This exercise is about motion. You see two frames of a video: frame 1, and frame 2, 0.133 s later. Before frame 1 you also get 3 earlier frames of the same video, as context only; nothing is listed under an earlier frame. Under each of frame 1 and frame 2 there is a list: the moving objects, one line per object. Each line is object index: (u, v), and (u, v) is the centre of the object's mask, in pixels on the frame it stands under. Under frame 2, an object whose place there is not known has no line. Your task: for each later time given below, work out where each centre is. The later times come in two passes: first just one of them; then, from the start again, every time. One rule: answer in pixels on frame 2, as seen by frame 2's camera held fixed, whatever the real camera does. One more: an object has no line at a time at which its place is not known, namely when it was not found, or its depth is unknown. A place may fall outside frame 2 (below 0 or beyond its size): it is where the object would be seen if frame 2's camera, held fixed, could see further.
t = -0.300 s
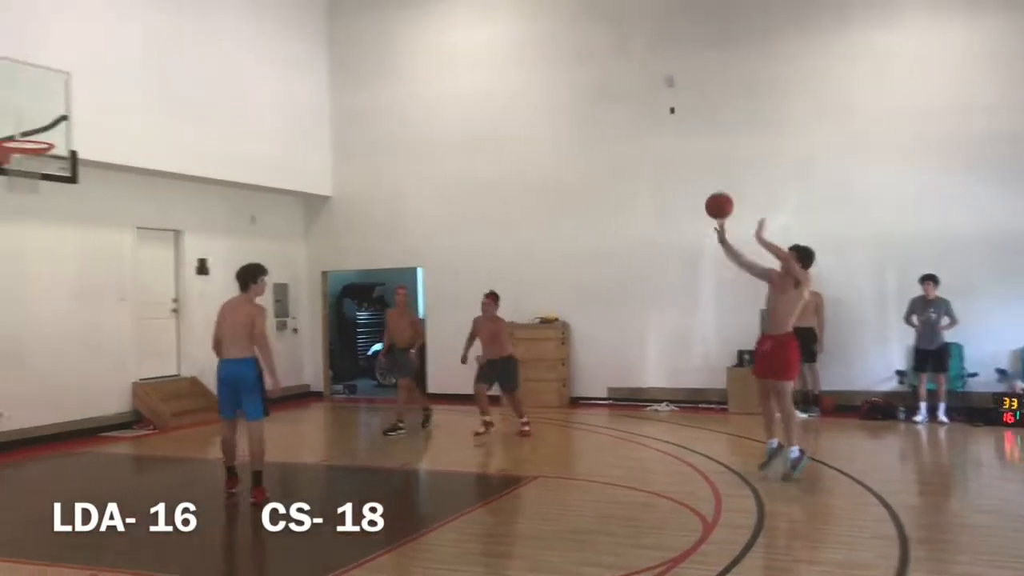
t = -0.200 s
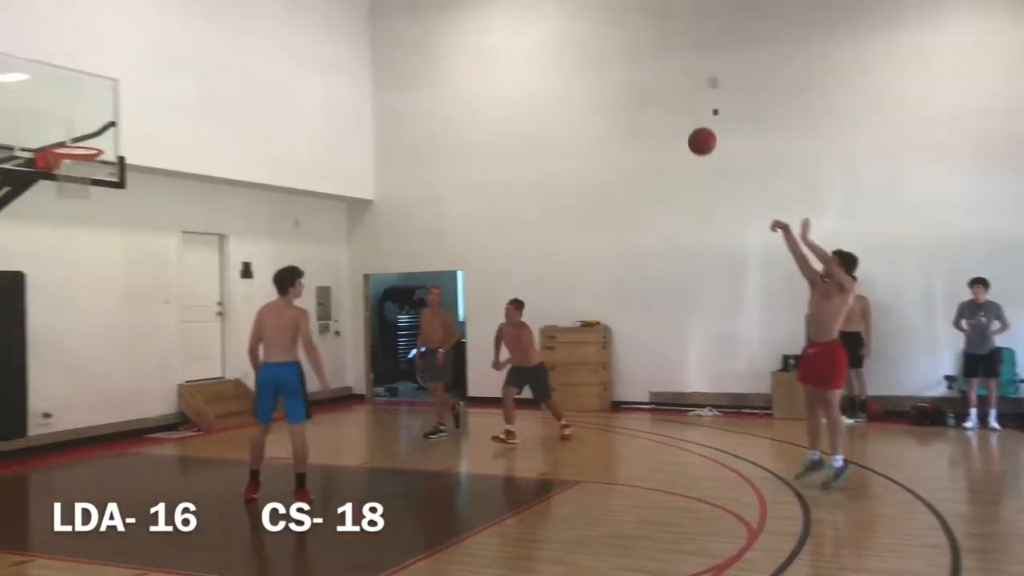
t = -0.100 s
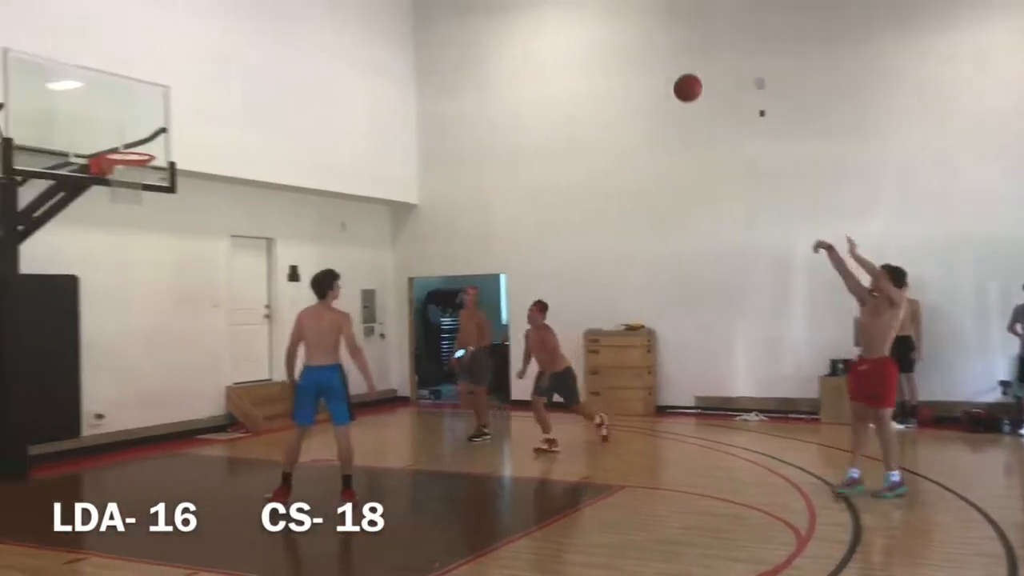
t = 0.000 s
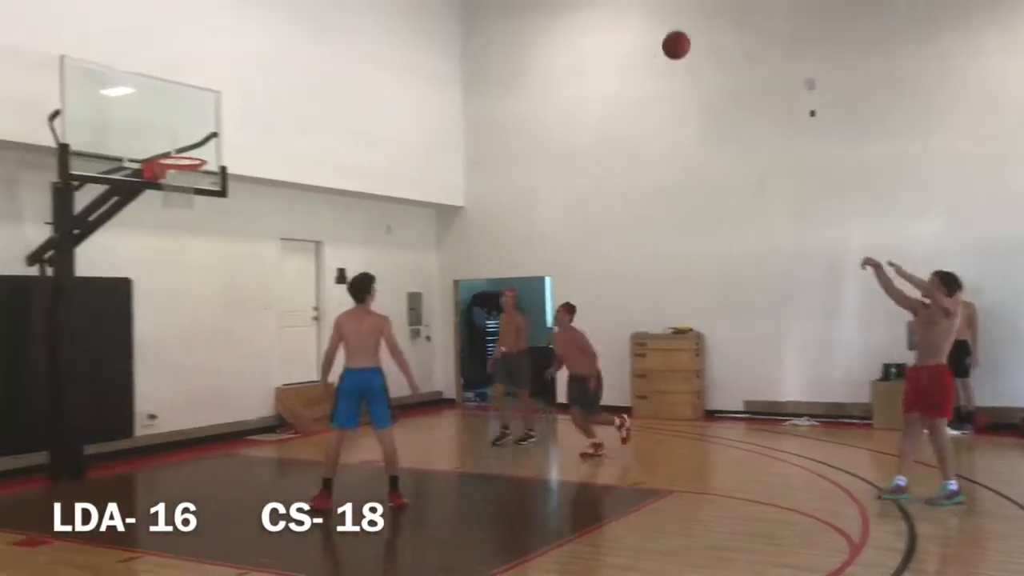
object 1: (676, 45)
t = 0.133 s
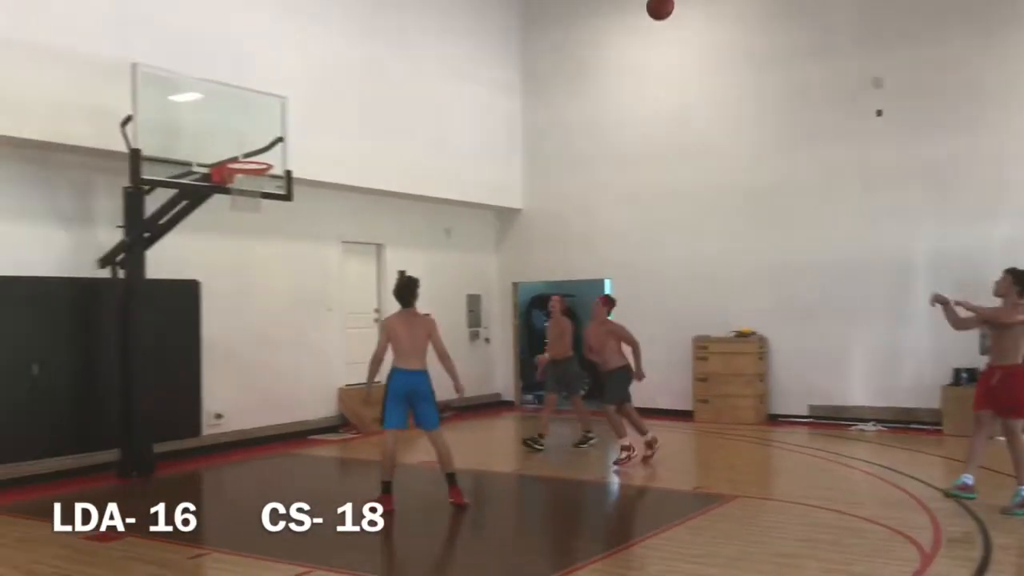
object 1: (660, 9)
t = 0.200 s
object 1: (620, 4)
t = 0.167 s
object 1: (640, 6)
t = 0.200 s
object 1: (620, 4)
